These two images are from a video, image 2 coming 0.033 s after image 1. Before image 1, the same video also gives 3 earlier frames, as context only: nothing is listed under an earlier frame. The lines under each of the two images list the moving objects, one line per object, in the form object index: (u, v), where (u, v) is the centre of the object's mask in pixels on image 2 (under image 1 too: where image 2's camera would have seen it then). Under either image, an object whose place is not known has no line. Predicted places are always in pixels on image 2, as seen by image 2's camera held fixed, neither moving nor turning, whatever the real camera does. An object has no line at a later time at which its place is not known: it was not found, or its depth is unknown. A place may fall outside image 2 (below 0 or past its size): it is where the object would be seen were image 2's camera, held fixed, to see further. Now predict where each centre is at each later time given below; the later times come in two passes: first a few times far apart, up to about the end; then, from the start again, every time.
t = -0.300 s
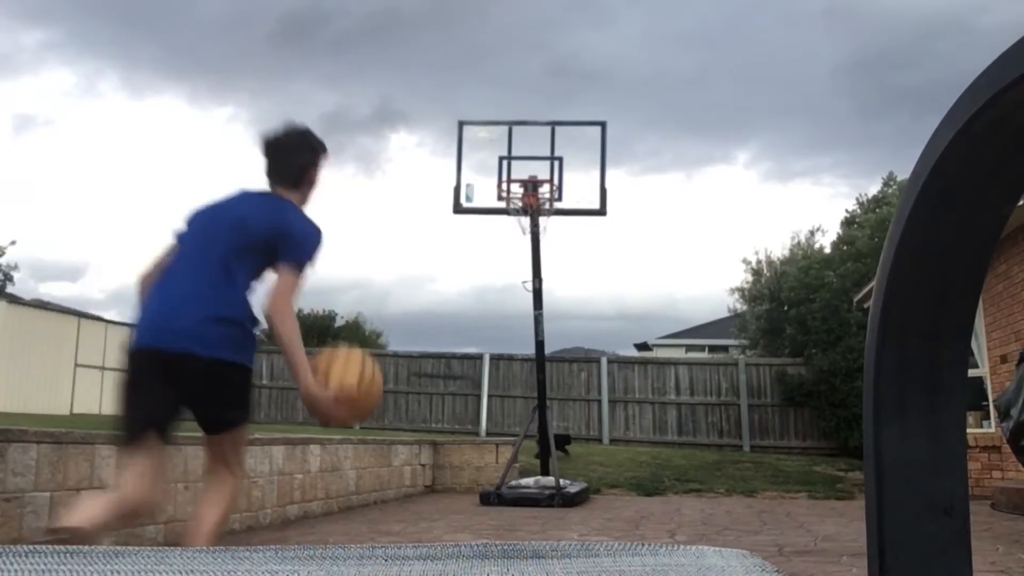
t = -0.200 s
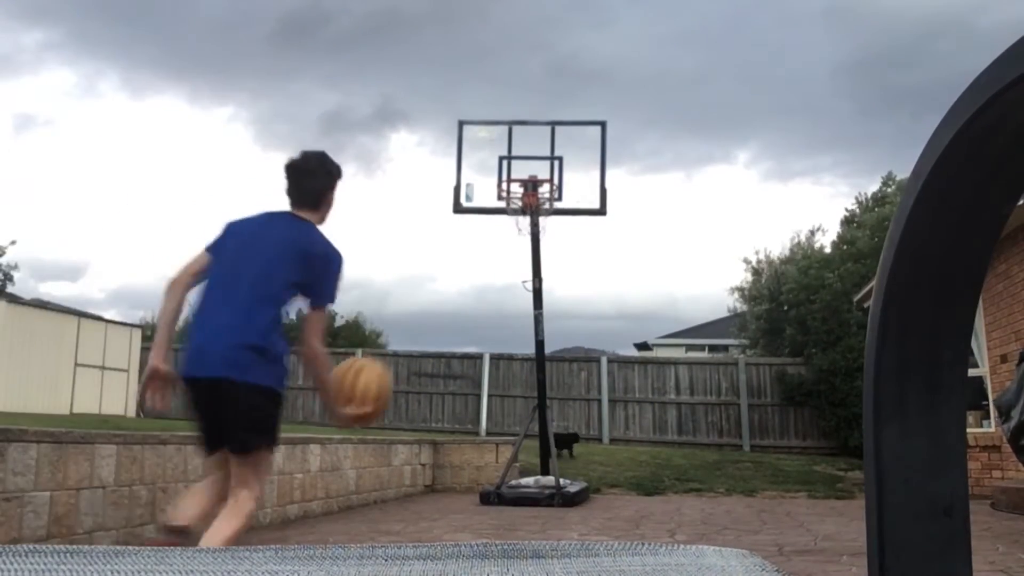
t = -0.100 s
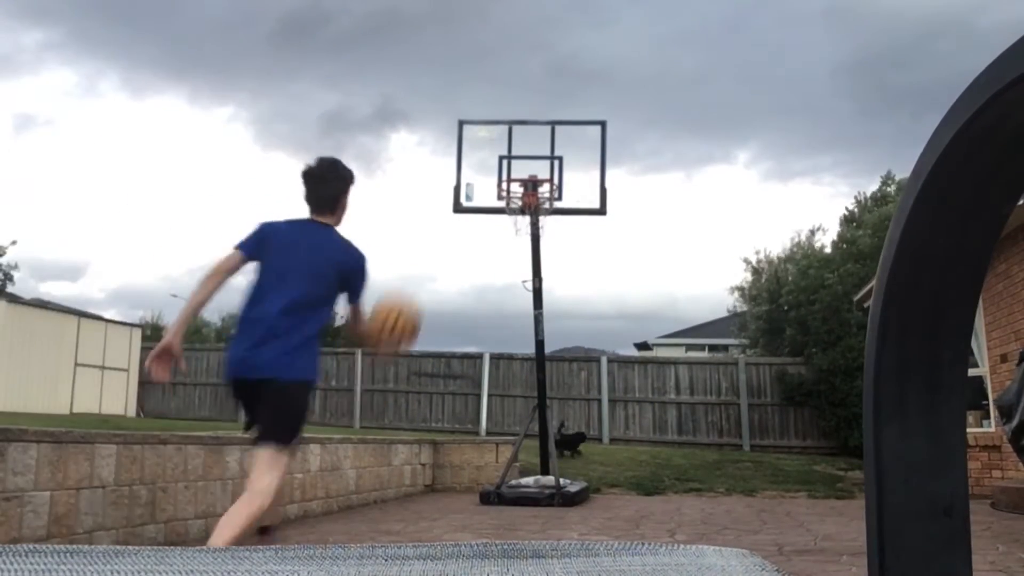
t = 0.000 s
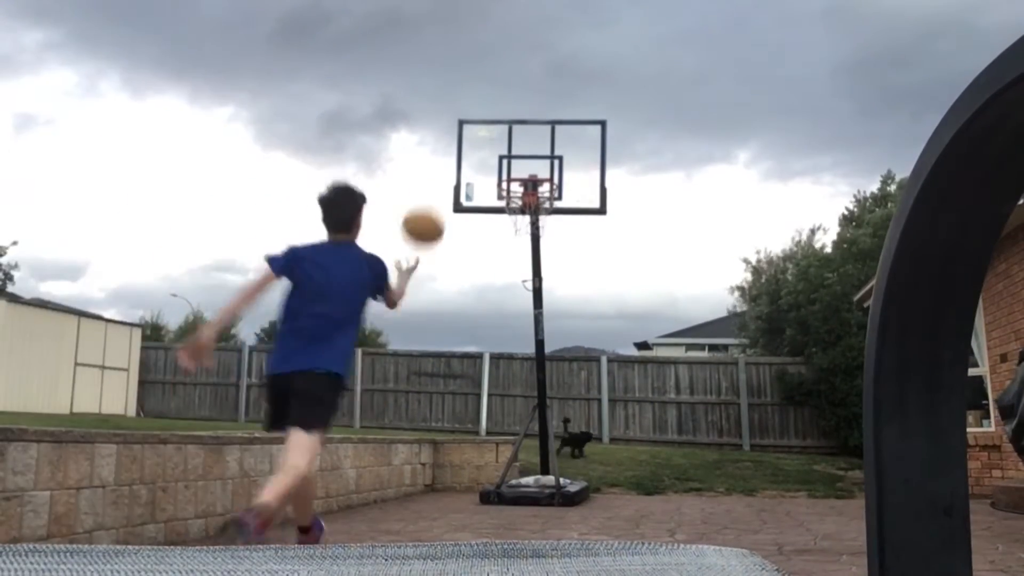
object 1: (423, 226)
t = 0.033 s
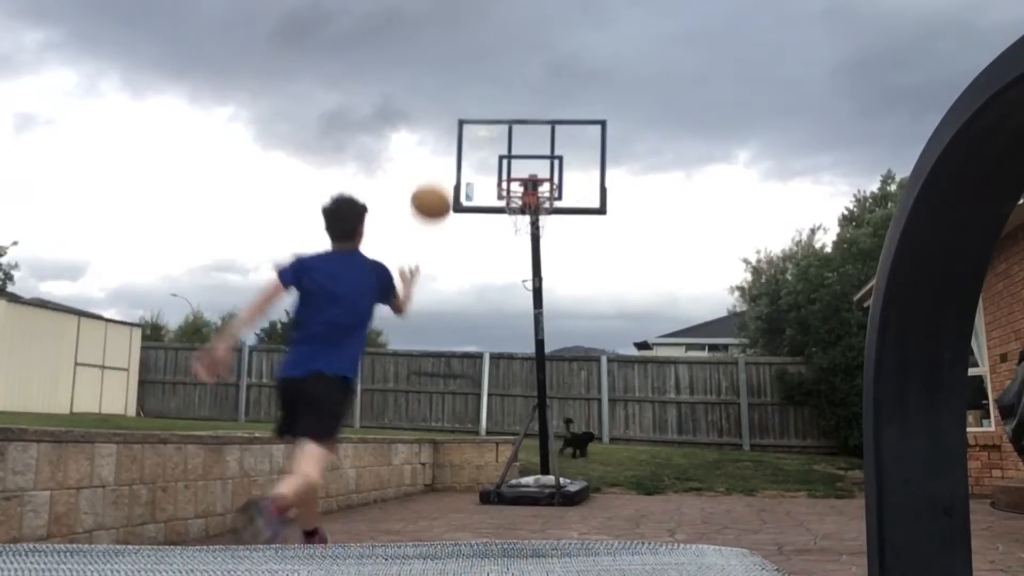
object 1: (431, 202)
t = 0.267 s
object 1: (473, 123)
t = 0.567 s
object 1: (501, 125)
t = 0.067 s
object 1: (438, 182)
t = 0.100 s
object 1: (445, 164)
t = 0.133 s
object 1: (451, 152)
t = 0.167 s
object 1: (457, 141)
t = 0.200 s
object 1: (463, 133)
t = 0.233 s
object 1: (467, 127)
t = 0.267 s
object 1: (473, 123)
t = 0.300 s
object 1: (477, 119)
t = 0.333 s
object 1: (481, 118)
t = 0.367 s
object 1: (485, 118)
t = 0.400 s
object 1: (489, 119)
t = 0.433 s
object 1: (493, 122)
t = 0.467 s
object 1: (497, 126)
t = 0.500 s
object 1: (500, 130)
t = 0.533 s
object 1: (501, 129)
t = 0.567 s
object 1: (501, 125)
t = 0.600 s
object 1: (501, 122)
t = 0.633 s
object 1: (501, 121)
